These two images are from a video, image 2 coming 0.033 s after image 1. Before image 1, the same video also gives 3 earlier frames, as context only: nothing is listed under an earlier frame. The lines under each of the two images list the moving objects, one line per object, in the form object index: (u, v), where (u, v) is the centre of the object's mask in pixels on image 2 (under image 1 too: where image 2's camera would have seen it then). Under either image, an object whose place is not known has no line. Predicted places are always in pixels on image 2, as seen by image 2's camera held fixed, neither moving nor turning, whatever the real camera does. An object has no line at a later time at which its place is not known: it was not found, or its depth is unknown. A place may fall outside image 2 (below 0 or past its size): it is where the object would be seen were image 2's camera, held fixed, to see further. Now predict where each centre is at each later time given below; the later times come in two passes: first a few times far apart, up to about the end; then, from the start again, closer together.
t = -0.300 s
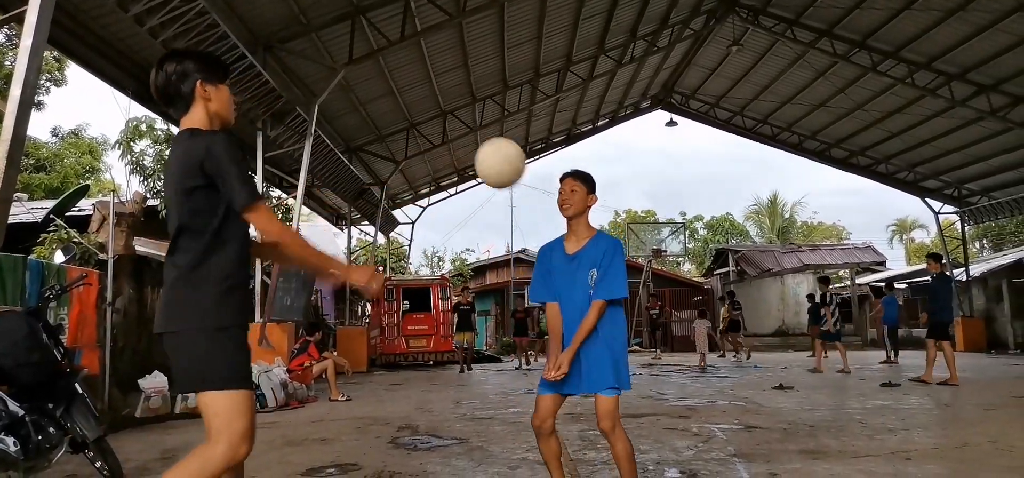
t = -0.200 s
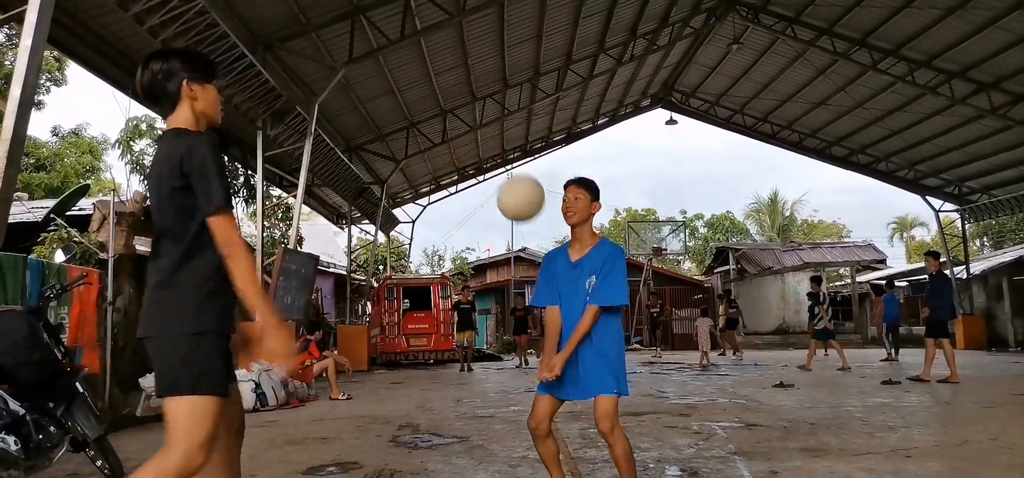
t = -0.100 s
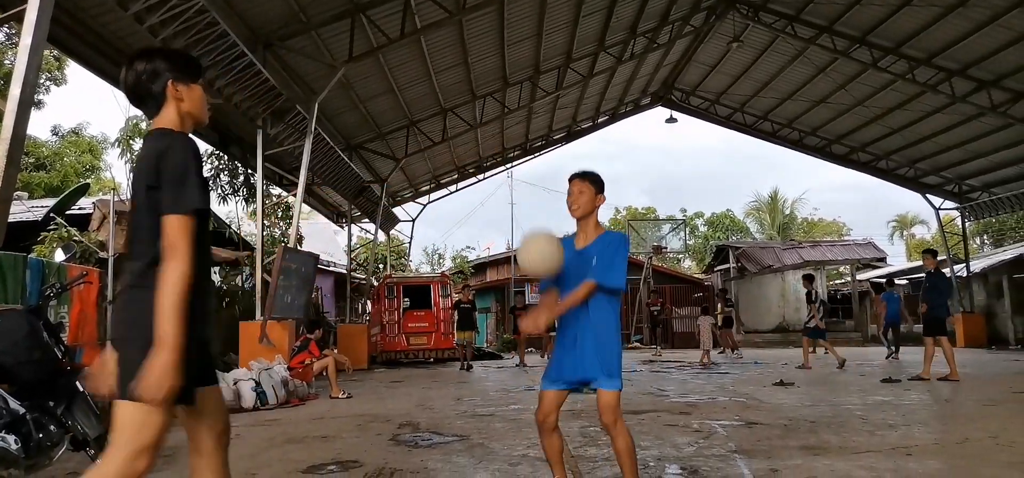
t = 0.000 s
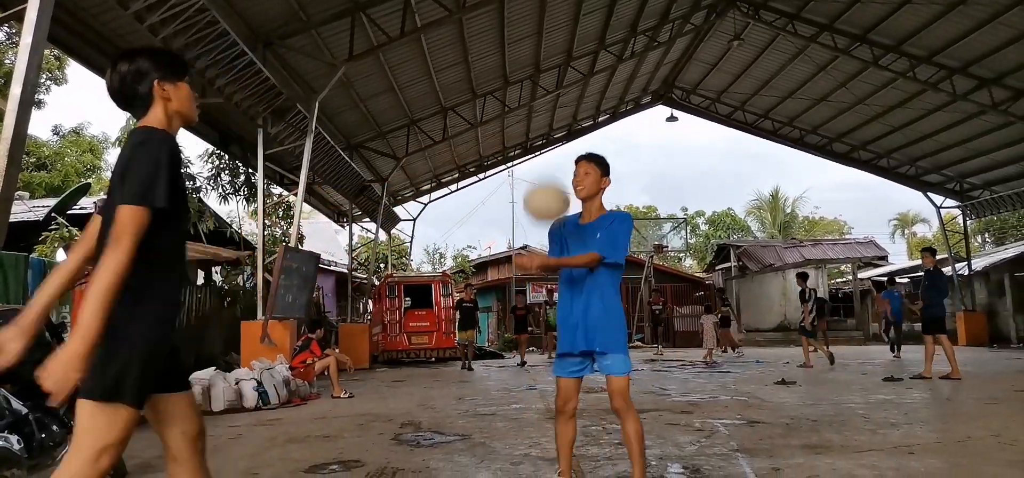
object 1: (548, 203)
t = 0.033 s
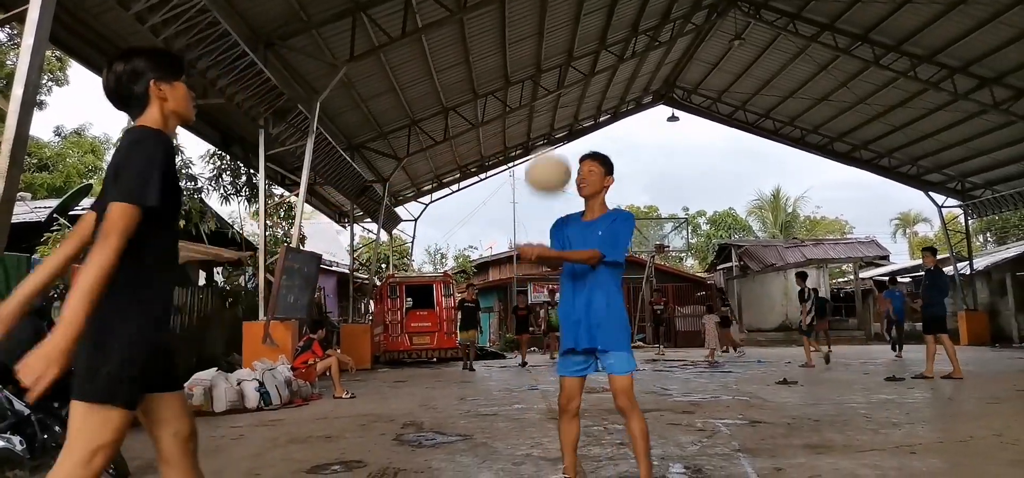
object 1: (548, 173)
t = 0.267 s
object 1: (552, 36)
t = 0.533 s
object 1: (559, 18)
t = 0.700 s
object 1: (567, 87)
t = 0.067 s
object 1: (548, 144)
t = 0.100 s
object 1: (548, 122)
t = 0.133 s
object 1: (548, 102)
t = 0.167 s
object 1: (549, 81)
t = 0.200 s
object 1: (549, 64)
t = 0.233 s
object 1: (551, 49)
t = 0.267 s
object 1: (552, 36)
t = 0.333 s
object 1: (552, 19)
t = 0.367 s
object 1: (553, 14)
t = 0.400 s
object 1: (555, 10)
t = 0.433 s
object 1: (557, 9)
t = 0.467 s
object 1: (558, 10)
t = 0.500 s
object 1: (558, 12)
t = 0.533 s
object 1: (559, 18)
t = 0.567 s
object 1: (561, 26)
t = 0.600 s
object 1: (562, 38)
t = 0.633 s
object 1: (563, 51)
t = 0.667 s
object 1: (564, 67)
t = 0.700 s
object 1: (567, 87)
